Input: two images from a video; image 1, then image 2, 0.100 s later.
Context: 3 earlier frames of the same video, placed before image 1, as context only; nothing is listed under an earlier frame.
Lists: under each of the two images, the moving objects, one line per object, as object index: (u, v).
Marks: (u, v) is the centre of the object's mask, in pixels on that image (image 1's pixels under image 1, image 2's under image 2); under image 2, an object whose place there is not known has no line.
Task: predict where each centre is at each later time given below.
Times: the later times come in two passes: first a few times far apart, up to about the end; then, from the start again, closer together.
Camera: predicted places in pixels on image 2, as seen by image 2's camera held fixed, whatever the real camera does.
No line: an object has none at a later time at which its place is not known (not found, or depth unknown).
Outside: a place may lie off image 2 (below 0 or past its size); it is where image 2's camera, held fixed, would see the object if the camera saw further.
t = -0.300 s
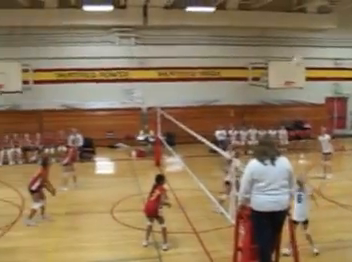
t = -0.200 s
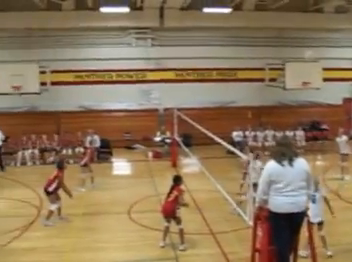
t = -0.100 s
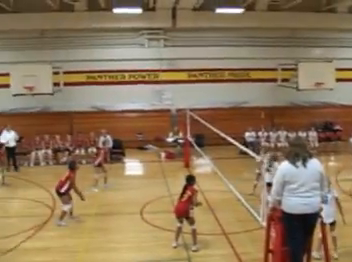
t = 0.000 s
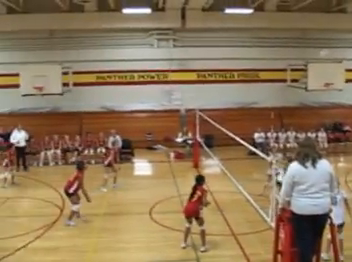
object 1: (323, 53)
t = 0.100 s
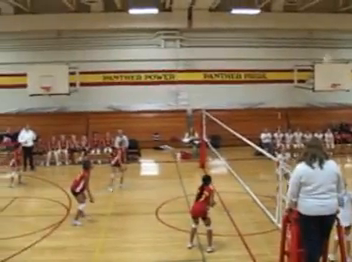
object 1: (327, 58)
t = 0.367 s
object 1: (316, 94)
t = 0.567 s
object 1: (309, 133)
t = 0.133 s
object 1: (325, 63)
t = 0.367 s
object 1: (316, 94)
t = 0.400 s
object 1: (315, 100)
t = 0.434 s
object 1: (314, 106)
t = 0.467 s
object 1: (313, 113)
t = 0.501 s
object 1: (312, 119)
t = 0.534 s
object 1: (311, 126)
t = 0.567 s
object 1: (309, 133)
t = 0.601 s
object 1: (300, 127)
